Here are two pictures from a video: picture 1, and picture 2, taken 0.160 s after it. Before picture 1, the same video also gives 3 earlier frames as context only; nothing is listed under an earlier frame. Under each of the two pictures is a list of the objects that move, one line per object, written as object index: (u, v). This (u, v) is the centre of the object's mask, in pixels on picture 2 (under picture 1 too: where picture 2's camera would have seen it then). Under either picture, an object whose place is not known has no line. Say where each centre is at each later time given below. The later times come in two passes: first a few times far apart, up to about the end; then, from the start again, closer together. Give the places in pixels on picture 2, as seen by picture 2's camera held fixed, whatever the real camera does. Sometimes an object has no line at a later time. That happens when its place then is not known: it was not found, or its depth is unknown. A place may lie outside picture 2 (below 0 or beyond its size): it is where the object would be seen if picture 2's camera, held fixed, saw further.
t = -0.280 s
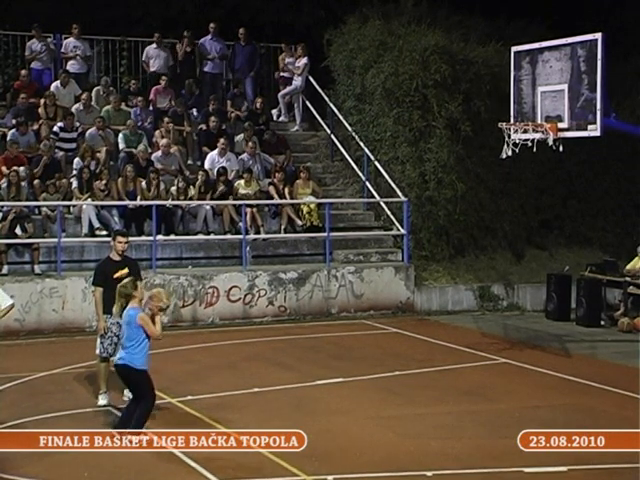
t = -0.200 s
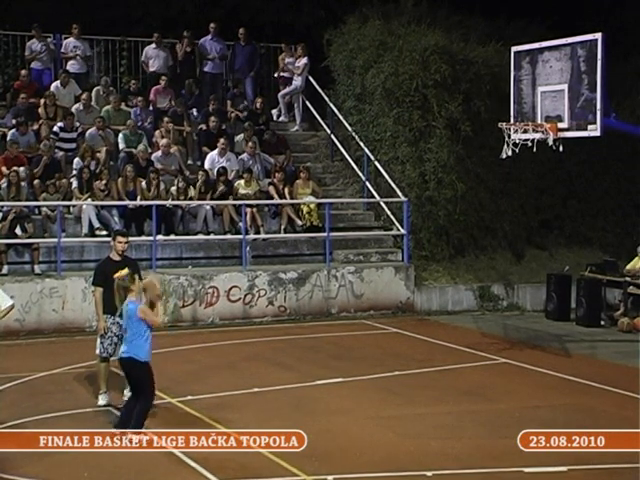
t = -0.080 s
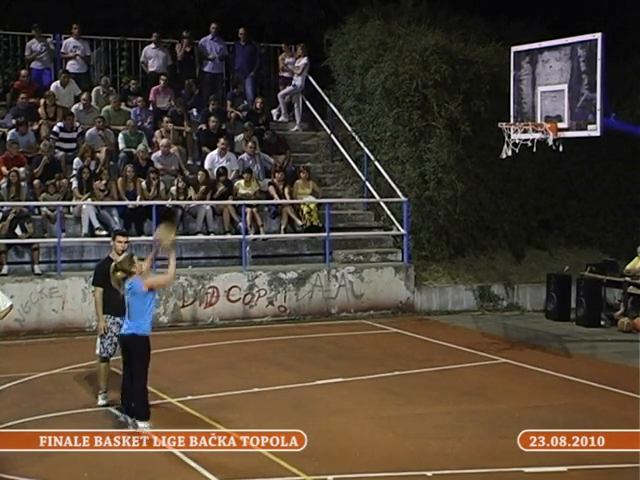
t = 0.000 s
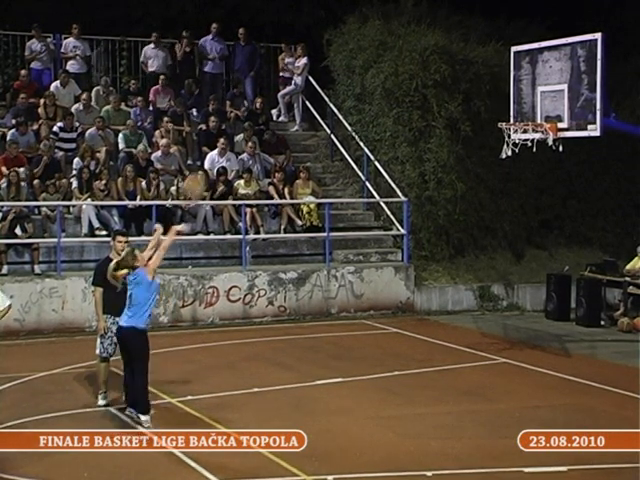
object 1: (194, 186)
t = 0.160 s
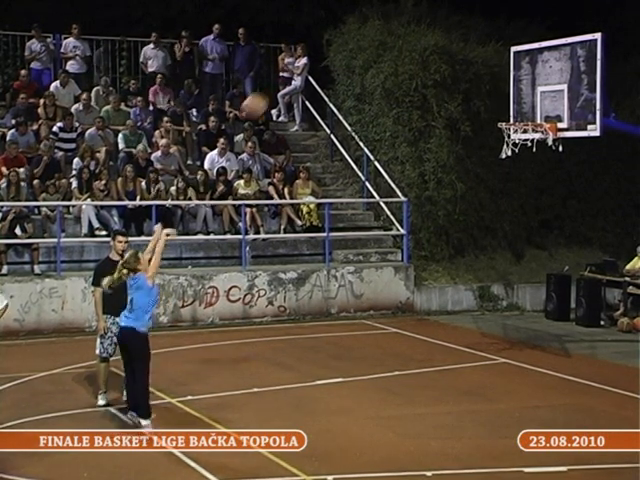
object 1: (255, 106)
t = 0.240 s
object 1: (282, 75)
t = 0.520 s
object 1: (382, 23)
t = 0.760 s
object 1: (460, 40)
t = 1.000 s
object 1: (533, 109)
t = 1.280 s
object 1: (480, 58)
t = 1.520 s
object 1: (426, 60)
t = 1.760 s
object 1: (375, 113)
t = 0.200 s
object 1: (269, 89)
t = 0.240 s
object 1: (282, 75)
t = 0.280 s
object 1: (299, 62)
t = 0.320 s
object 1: (313, 51)
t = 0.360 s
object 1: (327, 42)
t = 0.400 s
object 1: (341, 36)
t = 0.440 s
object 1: (354, 30)
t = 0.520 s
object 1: (382, 23)
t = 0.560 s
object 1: (395, 22)
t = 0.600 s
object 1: (408, 22)
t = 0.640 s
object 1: (422, 24)
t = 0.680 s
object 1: (435, 28)
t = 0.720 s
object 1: (448, 33)
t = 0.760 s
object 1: (460, 40)
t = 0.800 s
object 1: (473, 49)
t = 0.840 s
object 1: (485, 57)
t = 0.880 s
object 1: (497, 68)
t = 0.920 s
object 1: (507, 80)
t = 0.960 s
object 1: (521, 94)
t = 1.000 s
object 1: (533, 109)
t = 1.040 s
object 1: (533, 109)
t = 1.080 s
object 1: (524, 97)
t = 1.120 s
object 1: (515, 88)
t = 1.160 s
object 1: (506, 77)
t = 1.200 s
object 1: (498, 69)
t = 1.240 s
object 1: (489, 63)
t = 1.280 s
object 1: (480, 58)
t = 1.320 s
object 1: (471, 55)
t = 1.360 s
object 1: (462, 53)
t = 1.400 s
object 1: (453, 53)
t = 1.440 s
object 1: (444, 54)
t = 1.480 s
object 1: (436, 56)
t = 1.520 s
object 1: (426, 60)
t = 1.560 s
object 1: (417, 66)
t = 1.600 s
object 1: (409, 73)
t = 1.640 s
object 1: (400, 81)
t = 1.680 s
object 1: (391, 90)
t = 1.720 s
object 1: (383, 101)
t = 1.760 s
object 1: (375, 113)
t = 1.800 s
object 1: (366, 126)
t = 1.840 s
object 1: (358, 141)
